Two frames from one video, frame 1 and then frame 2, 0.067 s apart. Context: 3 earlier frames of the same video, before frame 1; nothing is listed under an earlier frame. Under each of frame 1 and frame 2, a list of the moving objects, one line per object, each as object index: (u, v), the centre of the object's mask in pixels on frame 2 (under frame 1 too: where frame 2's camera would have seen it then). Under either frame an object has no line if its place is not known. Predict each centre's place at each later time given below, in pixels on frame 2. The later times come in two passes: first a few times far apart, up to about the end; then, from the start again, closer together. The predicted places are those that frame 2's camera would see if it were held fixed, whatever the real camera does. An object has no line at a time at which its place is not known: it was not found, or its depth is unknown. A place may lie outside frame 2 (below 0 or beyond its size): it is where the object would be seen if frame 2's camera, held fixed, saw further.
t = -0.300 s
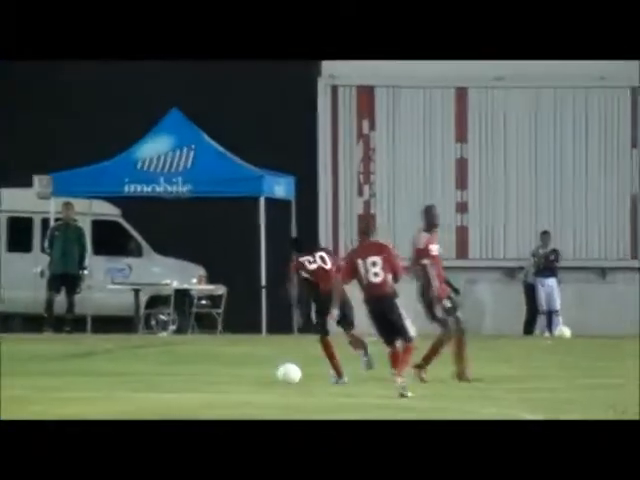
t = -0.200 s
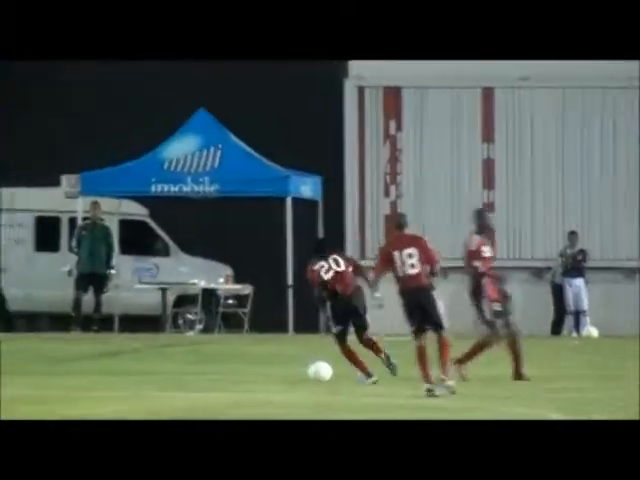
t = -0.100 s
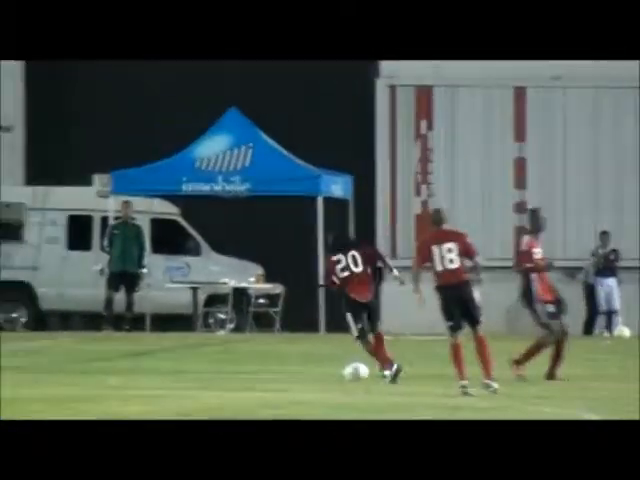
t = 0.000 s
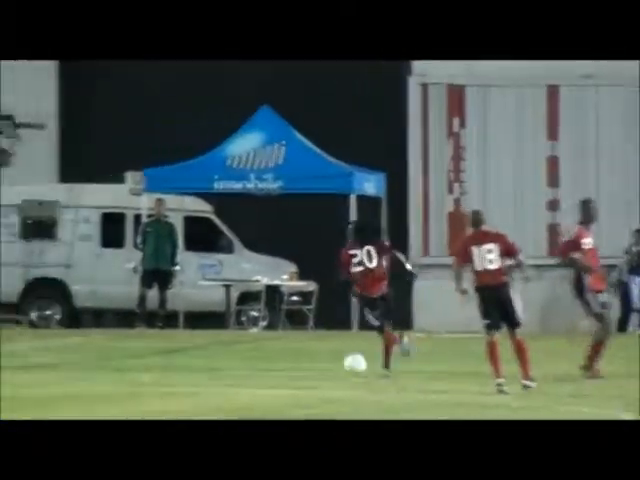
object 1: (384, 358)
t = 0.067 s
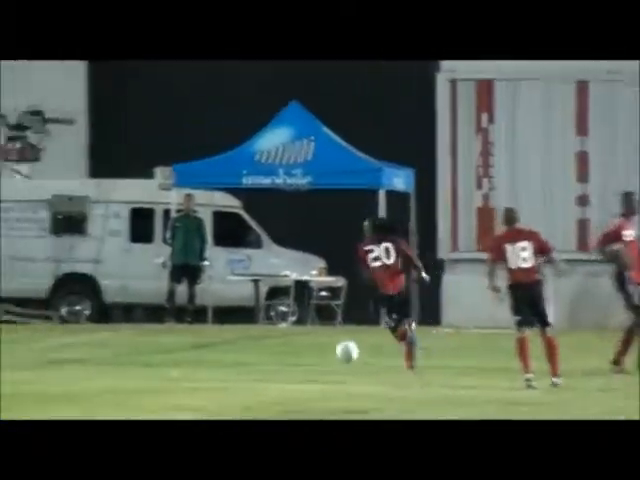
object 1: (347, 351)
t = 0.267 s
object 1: (239, 355)
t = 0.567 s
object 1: (113, 355)
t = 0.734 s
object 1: (49, 352)
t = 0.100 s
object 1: (328, 349)
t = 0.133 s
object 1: (310, 348)
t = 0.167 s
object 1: (292, 347)
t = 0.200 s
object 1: (274, 348)
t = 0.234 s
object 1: (256, 351)
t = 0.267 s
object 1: (239, 355)
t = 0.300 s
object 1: (221, 359)
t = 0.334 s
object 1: (206, 358)
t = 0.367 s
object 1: (192, 356)
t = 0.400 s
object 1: (179, 355)
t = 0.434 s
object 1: (166, 354)
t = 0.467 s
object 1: (152, 354)
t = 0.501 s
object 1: (139, 357)
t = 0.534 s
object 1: (126, 356)
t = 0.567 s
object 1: (113, 355)
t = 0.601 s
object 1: (99, 353)
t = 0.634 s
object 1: (87, 353)
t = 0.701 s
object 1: (62, 355)
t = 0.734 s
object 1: (49, 352)
